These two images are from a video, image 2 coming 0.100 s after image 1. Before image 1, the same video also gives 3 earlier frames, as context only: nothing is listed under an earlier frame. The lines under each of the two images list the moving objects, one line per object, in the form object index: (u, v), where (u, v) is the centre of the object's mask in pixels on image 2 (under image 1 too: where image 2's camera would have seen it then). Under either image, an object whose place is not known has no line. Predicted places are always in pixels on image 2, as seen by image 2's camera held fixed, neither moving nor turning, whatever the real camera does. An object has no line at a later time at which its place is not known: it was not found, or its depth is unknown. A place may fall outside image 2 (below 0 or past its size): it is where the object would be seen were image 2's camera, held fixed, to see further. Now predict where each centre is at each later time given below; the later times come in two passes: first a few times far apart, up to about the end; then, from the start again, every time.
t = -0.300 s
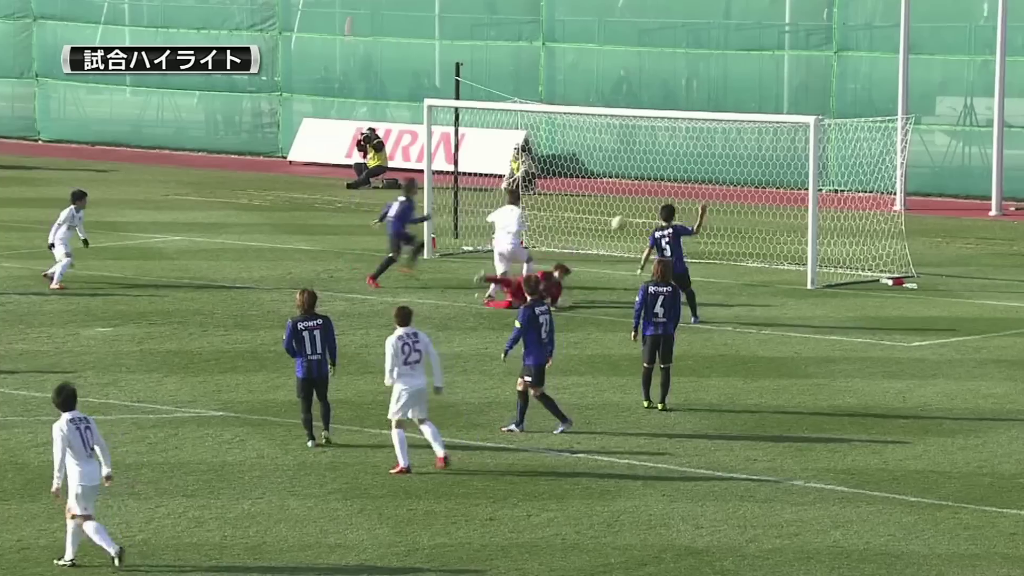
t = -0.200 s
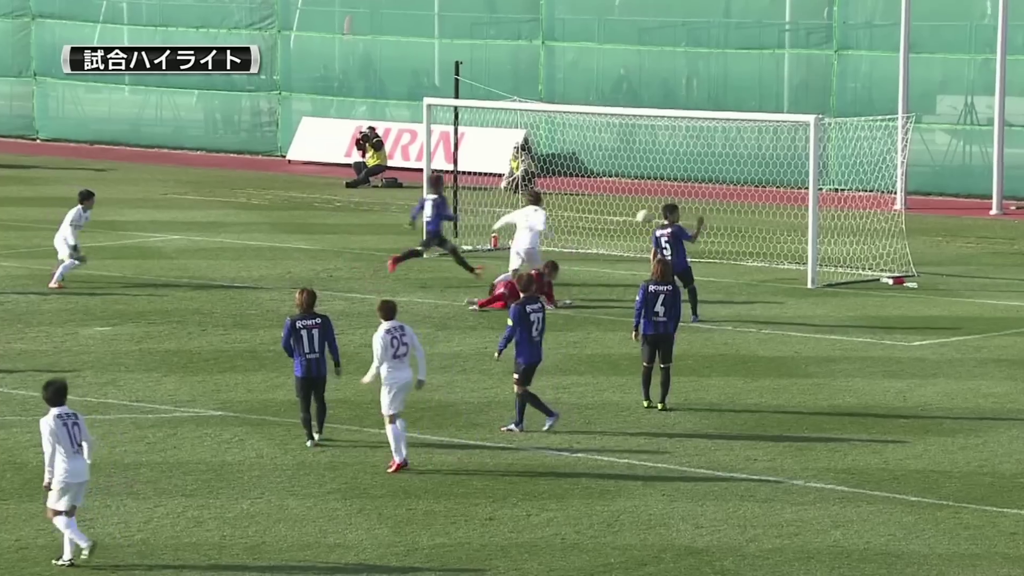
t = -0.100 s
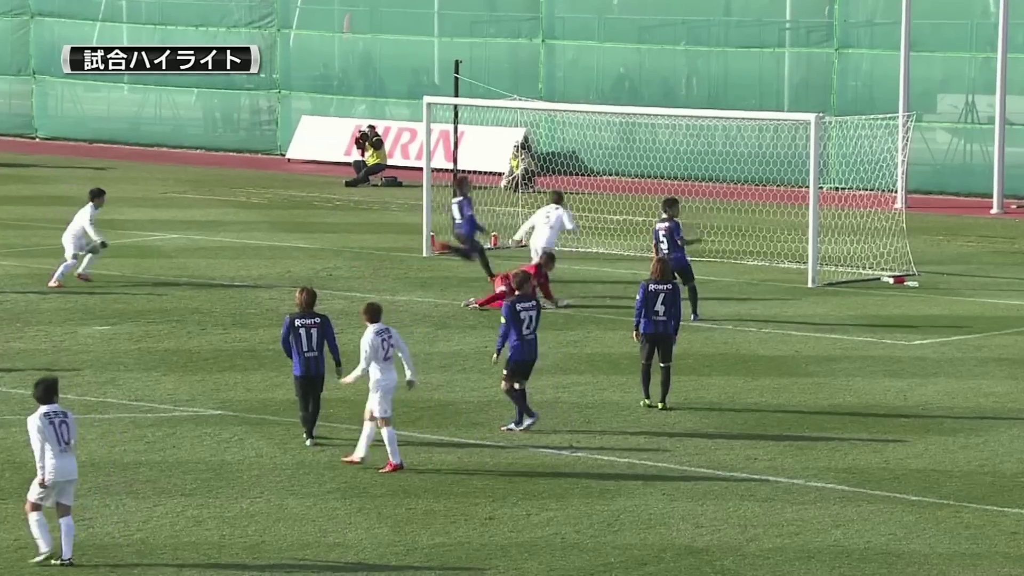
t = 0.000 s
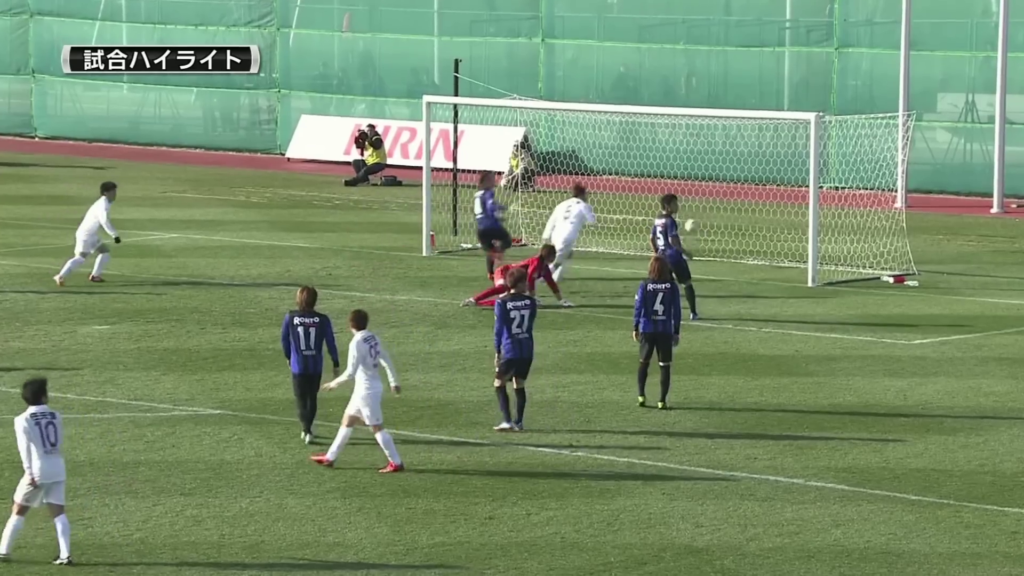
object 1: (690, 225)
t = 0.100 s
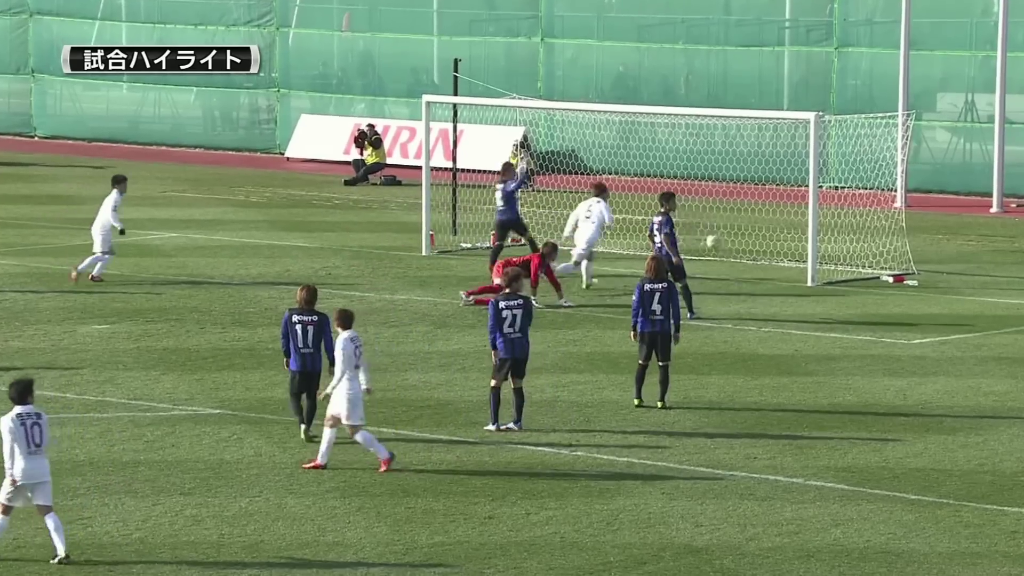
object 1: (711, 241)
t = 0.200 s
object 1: (729, 248)
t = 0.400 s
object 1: (741, 218)
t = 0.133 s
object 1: (717, 246)
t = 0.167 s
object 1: (724, 252)
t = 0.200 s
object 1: (729, 248)
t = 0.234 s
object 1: (735, 245)
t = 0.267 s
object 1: (738, 240)
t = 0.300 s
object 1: (739, 235)
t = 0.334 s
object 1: (740, 230)
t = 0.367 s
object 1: (740, 223)
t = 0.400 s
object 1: (741, 218)
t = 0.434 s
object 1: (740, 213)
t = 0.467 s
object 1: (739, 209)
